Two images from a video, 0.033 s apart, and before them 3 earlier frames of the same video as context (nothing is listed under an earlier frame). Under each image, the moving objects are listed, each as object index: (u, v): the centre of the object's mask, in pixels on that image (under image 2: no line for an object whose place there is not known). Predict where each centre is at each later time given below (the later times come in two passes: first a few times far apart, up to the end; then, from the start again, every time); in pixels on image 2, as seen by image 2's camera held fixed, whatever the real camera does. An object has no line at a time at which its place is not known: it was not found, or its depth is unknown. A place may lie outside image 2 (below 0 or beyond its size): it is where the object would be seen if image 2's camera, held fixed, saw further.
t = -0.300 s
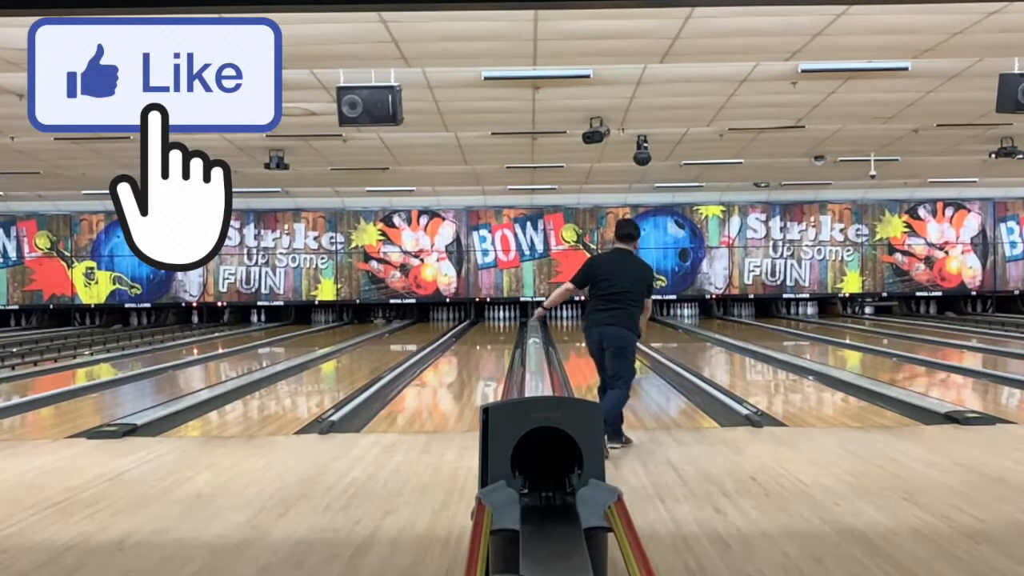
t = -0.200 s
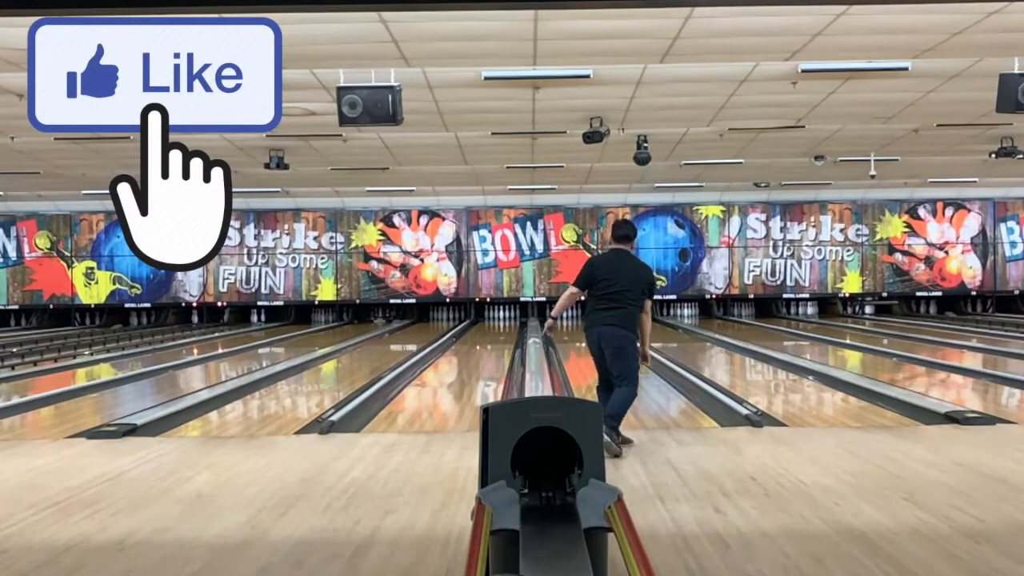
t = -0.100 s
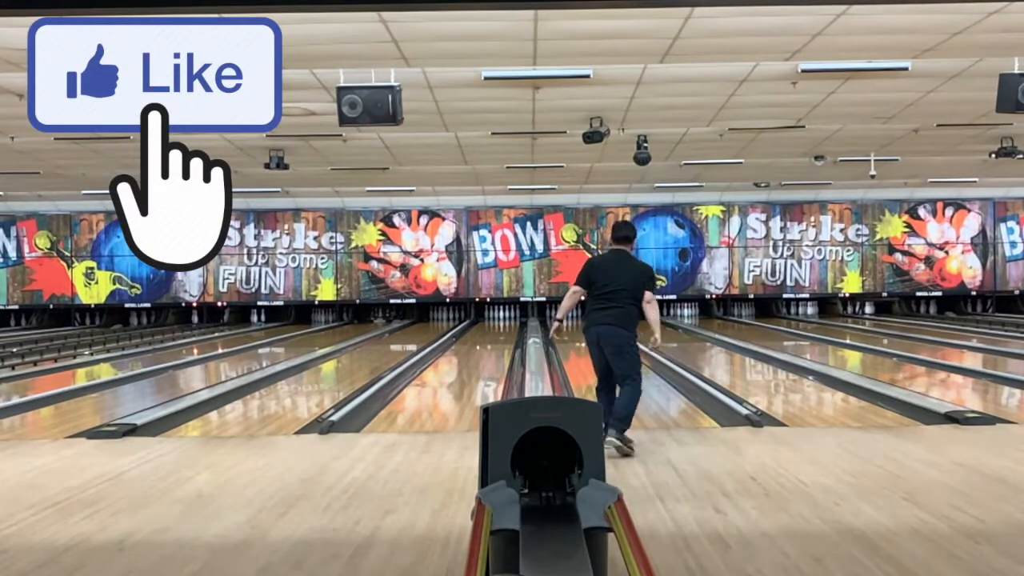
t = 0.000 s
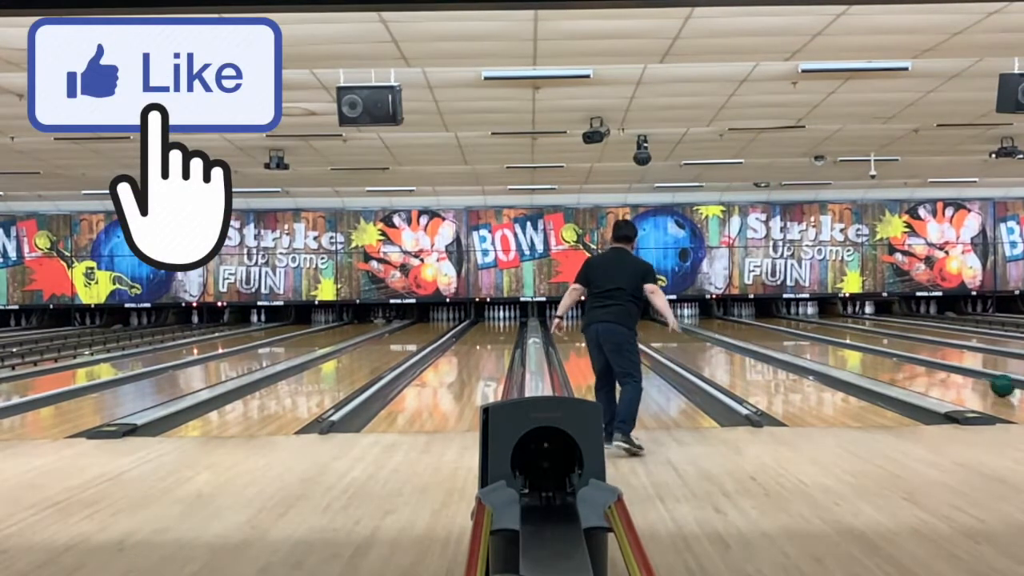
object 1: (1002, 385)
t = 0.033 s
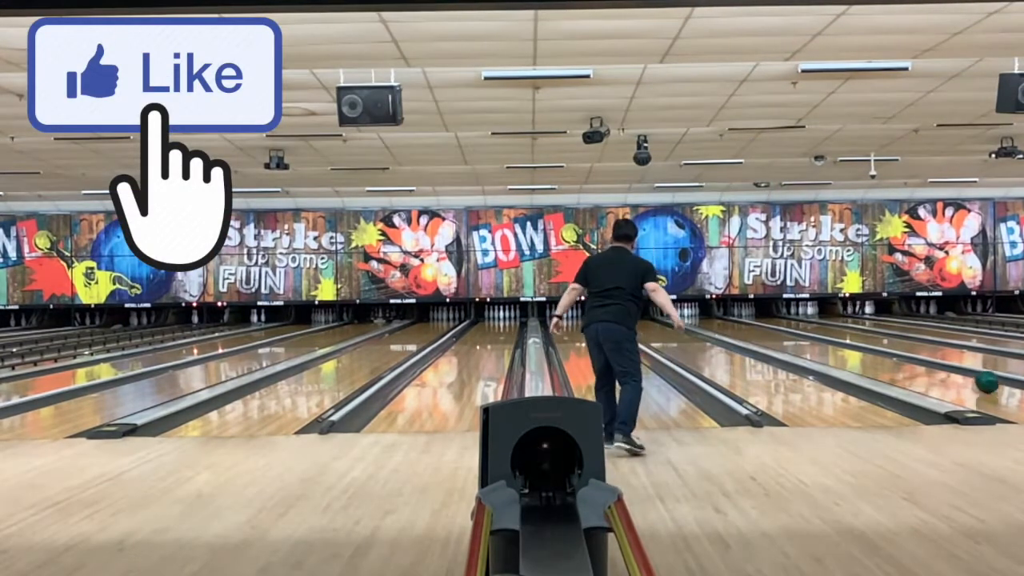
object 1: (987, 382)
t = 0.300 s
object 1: (895, 361)
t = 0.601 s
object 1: (827, 347)
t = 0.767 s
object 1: (799, 340)
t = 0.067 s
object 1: (973, 379)
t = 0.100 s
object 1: (960, 376)
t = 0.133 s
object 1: (947, 373)
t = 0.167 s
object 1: (936, 370)
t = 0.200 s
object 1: (924, 367)
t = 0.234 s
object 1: (914, 366)
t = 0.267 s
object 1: (904, 363)
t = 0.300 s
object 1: (895, 361)
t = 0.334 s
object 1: (886, 359)
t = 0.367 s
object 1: (878, 358)
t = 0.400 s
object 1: (869, 355)
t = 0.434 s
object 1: (862, 354)
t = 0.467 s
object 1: (854, 352)
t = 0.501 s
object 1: (846, 352)
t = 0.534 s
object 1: (839, 351)
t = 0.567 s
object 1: (833, 349)
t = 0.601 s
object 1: (827, 347)
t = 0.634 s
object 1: (820, 346)
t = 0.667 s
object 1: (814, 344)
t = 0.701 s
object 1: (809, 343)
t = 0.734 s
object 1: (804, 341)
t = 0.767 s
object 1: (799, 340)
